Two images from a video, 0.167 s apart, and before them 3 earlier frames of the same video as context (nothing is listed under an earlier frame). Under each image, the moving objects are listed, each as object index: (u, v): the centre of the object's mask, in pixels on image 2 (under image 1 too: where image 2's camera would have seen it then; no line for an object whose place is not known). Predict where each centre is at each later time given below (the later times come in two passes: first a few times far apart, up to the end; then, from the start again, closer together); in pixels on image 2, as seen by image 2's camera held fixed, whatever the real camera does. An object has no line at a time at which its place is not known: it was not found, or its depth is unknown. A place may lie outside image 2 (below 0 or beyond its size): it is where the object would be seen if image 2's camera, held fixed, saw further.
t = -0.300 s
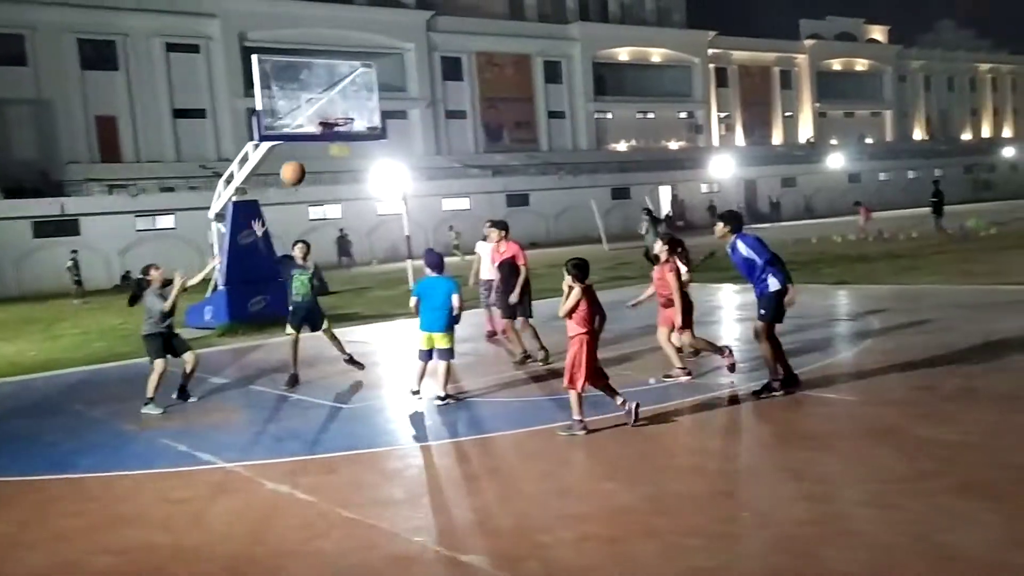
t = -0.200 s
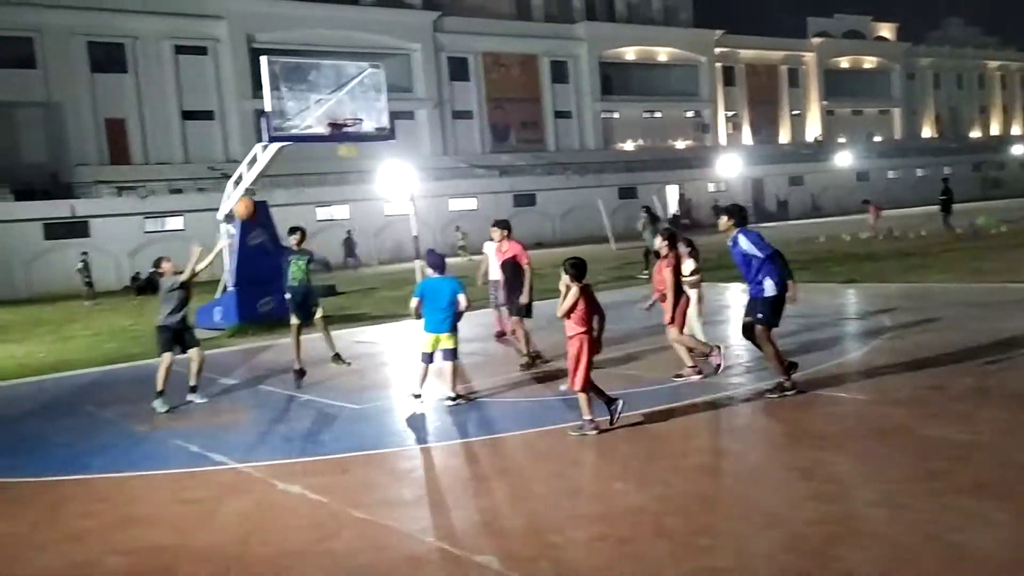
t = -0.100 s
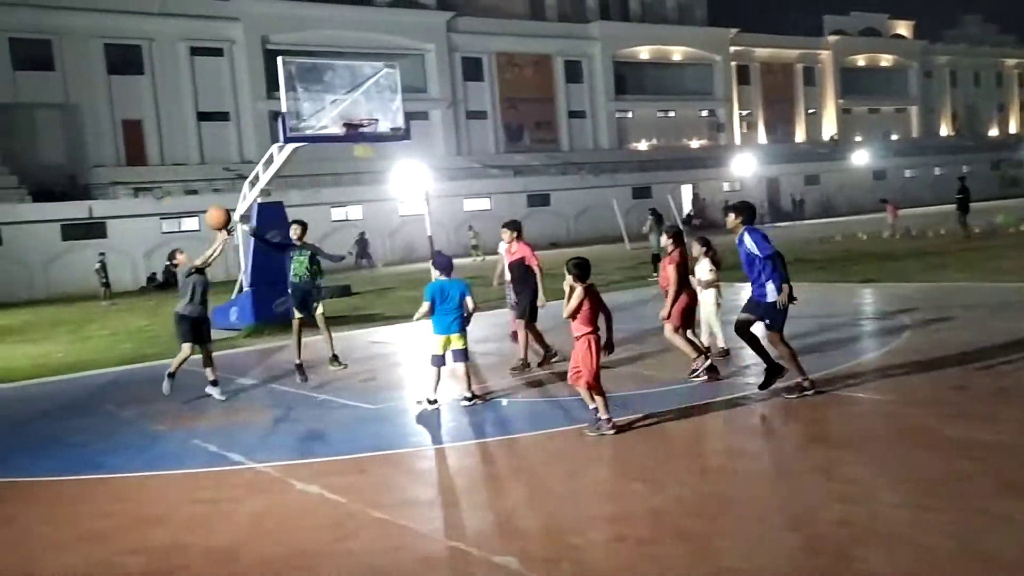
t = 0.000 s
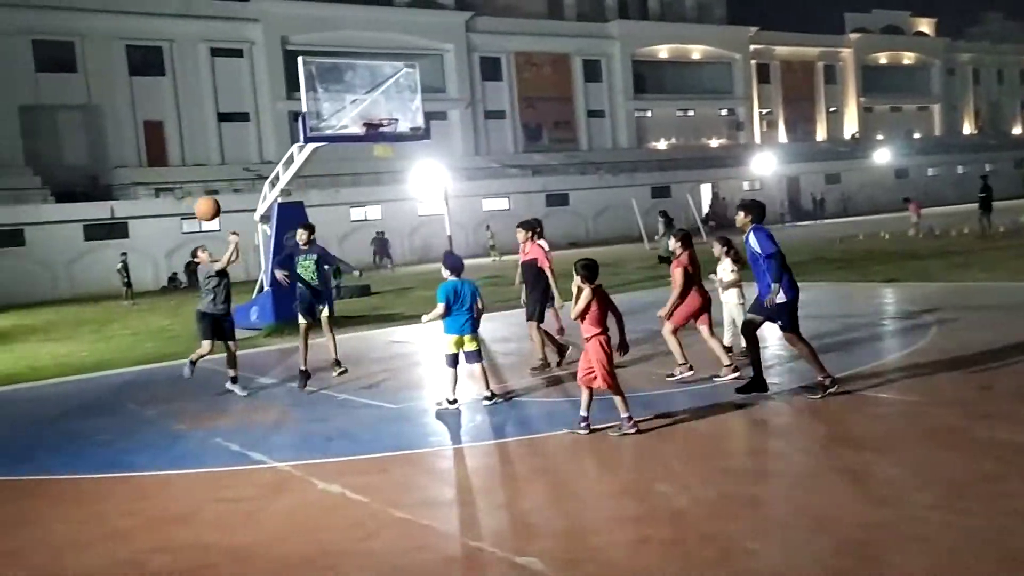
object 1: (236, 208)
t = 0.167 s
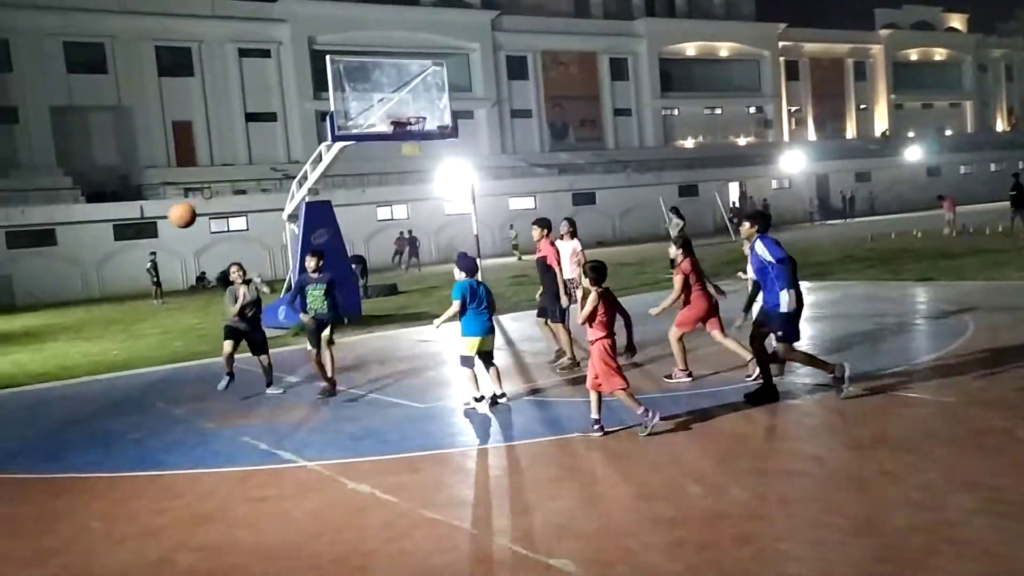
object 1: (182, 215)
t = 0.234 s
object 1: (159, 227)
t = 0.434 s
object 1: (90, 300)
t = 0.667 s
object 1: (8, 460)
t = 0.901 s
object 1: (-74, 359)
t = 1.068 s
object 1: (-134, 321)
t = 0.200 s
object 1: (171, 220)
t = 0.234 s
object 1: (159, 227)
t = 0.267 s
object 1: (148, 235)
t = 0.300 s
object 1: (136, 245)
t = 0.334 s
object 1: (125, 256)
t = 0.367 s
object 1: (113, 269)
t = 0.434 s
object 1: (90, 300)
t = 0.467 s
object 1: (79, 318)
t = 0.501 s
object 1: (66, 337)
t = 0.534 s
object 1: (55, 360)
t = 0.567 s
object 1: (43, 382)
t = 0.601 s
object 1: (31, 407)
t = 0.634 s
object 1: (19, 433)
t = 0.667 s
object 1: (8, 460)
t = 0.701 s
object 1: (-4, 446)
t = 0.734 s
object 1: (-16, 429)
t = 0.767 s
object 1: (-28, 414)
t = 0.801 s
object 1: (-39, 398)
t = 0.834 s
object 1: (-49, 385)
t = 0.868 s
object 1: (-62, 371)
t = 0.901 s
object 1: (-74, 359)
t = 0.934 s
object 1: (-87, 351)
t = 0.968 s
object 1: (-99, 340)
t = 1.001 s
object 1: (-110, 332)
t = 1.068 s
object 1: (-134, 321)
